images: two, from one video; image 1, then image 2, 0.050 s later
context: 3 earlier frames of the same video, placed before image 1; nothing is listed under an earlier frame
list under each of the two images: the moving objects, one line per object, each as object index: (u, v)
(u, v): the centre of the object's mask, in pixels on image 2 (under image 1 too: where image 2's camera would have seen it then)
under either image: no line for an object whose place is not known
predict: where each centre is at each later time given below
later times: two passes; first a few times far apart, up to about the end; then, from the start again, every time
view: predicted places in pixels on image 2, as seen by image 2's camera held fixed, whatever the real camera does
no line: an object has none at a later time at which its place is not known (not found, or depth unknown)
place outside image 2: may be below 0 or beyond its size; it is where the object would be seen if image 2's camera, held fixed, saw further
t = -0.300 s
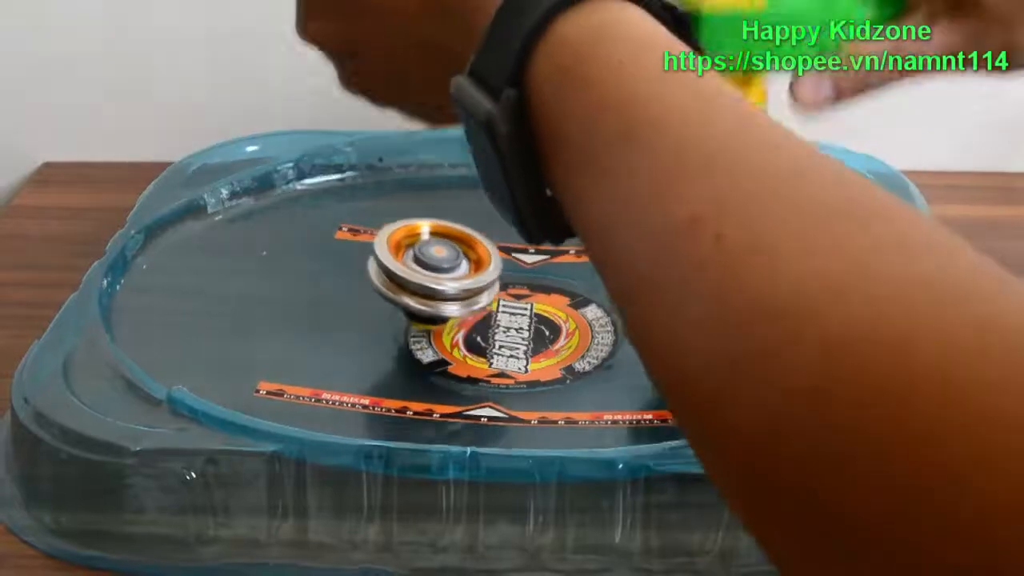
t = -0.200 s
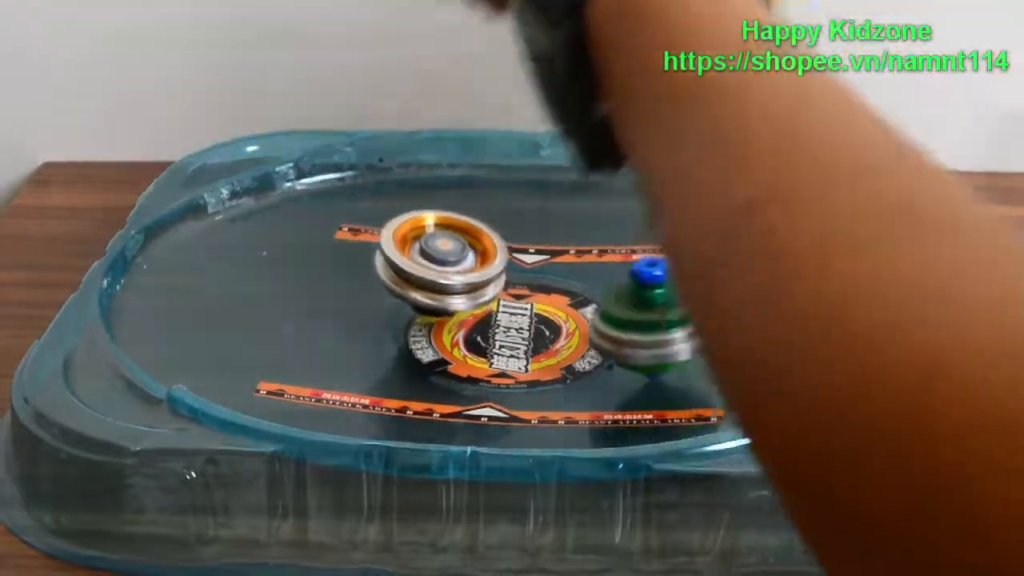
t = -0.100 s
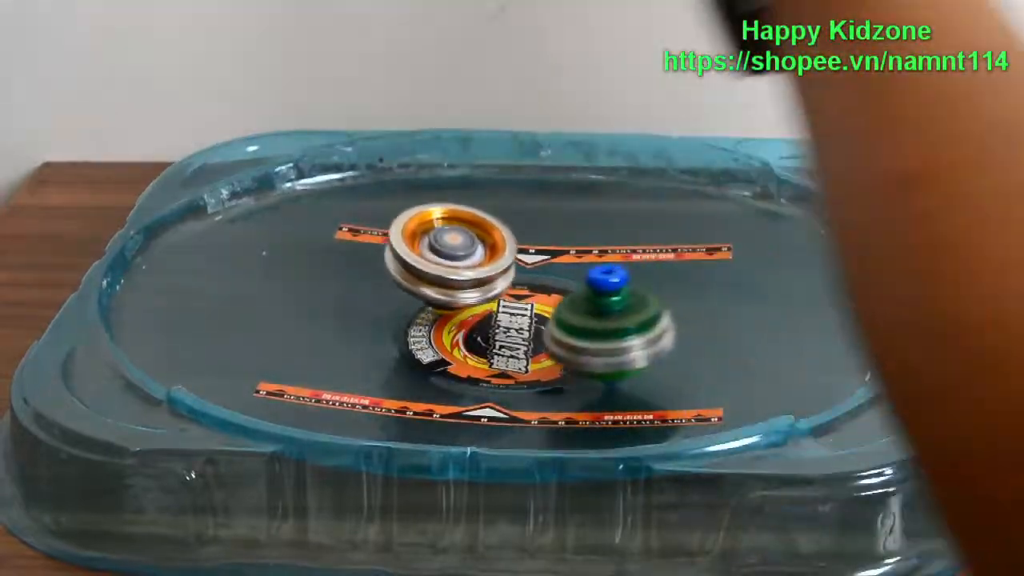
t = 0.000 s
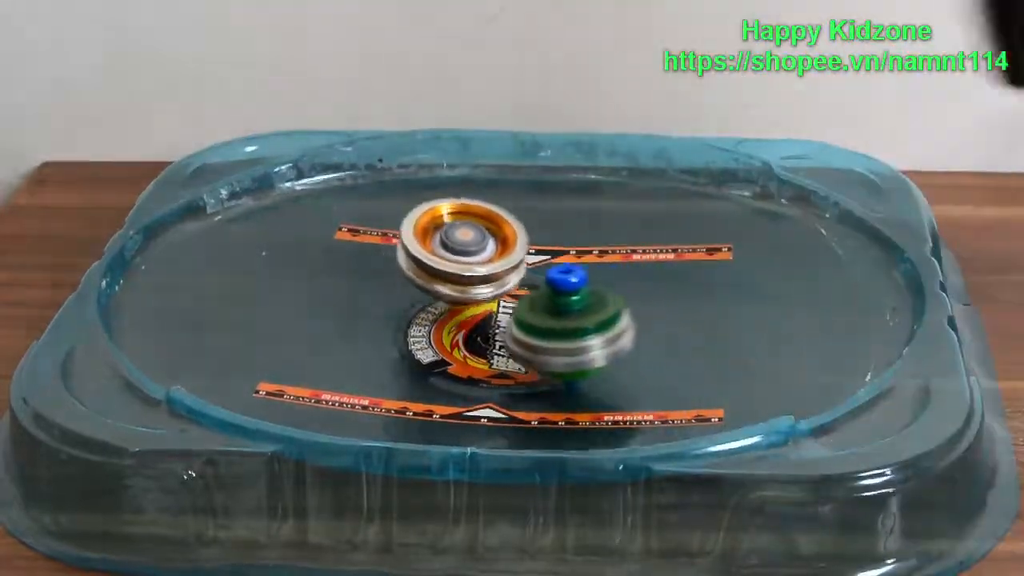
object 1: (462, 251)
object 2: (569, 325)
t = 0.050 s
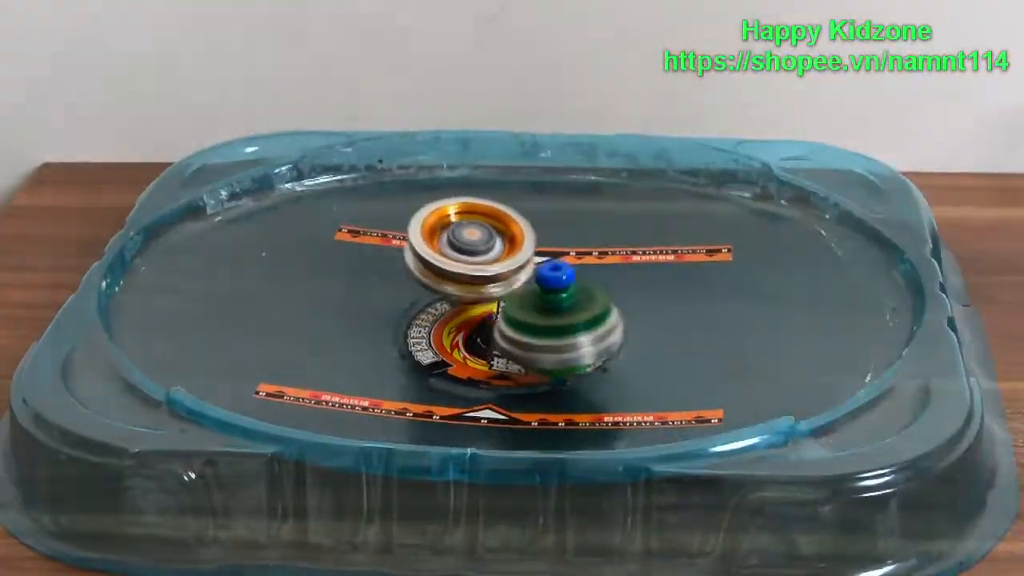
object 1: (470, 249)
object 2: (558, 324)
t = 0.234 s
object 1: (492, 235)
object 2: (564, 321)
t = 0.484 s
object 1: (529, 227)
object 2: (568, 308)
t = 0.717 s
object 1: (556, 215)
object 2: (580, 351)
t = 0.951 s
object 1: (587, 222)
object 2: (482, 342)
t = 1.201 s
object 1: (607, 244)
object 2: (465, 305)
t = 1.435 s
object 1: (681, 263)
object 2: (437, 273)
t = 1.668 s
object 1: (697, 279)
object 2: (420, 266)
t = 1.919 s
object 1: (654, 298)
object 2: (467, 264)
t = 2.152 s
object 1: (600, 312)
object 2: (509, 263)
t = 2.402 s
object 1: (560, 328)
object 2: (494, 243)
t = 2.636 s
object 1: (509, 335)
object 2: (522, 240)
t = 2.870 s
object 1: (464, 330)
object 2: (548, 256)
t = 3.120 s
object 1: (427, 315)
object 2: (561, 287)
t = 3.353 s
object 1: (424, 295)
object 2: (562, 312)
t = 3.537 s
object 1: (434, 279)
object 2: (562, 308)
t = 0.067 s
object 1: (472, 248)
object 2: (556, 322)
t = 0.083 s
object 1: (474, 248)
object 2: (553, 319)
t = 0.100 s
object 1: (475, 246)
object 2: (551, 318)
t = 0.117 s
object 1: (477, 246)
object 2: (549, 317)
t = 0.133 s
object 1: (479, 243)
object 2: (546, 313)
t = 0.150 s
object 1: (481, 243)
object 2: (545, 314)
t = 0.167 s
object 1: (482, 241)
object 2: (549, 314)
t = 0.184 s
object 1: (484, 239)
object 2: (554, 319)
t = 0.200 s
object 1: (486, 239)
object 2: (558, 319)
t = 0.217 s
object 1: (489, 237)
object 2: (561, 320)
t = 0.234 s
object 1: (492, 235)
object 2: (564, 321)
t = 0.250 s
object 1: (495, 235)
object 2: (566, 322)
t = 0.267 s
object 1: (498, 235)
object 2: (567, 322)
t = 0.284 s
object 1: (500, 235)
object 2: (568, 322)
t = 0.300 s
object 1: (503, 234)
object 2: (570, 321)
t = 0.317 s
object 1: (505, 234)
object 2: (570, 320)
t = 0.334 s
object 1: (508, 234)
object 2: (571, 319)
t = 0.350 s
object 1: (510, 233)
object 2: (572, 318)
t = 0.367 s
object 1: (513, 232)
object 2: (572, 316)
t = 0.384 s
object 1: (515, 232)
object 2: (572, 316)
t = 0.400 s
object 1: (517, 230)
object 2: (571, 313)
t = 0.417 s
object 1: (520, 230)
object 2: (571, 312)
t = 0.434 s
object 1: (522, 229)
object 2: (570, 310)
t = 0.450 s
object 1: (524, 229)
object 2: (569, 309)
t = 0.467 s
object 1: (526, 227)
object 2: (568, 308)
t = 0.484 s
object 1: (529, 227)
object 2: (568, 308)
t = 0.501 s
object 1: (532, 227)
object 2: (568, 306)
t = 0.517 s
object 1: (534, 226)
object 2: (568, 305)
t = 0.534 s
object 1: (537, 226)
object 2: (568, 303)
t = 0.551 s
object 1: (540, 225)
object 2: (568, 305)
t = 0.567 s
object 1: (541, 221)
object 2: (573, 312)
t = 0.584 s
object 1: (542, 219)
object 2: (577, 320)
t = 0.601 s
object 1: (542, 219)
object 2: (580, 325)
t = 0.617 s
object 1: (543, 218)
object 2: (583, 330)
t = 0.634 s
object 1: (544, 216)
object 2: (585, 335)
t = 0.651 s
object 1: (546, 215)
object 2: (586, 340)
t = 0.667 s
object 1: (548, 214)
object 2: (586, 343)
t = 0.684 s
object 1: (551, 215)
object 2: (585, 345)
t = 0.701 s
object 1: (553, 214)
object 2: (583, 349)
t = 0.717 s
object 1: (556, 215)
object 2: (580, 351)
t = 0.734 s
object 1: (559, 215)
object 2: (576, 353)
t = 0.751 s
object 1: (561, 216)
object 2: (571, 355)
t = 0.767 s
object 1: (564, 216)
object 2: (566, 355)
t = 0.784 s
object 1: (566, 217)
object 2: (558, 357)
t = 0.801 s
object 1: (568, 217)
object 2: (551, 357)
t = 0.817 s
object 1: (571, 218)
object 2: (543, 357)
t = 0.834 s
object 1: (573, 218)
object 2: (537, 356)
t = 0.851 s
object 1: (575, 219)
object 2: (527, 356)
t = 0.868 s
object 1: (577, 219)
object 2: (520, 354)
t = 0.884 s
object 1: (579, 219)
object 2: (511, 354)
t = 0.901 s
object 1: (581, 220)
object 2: (502, 351)
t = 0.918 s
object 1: (583, 221)
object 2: (495, 348)
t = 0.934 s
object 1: (585, 221)
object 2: (487, 344)
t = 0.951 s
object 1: (587, 222)
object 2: (482, 342)
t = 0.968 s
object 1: (588, 223)
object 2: (474, 337)
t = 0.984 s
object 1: (590, 225)
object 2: (471, 334)
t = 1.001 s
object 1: (592, 226)
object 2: (469, 333)
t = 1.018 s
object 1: (593, 228)
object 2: (467, 333)
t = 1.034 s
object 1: (595, 229)
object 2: (466, 332)
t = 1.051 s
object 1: (596, 230)
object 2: (464, 331)
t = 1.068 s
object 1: (598, 231)
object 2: (464, 330)
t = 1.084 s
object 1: (599, 233)
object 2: (463, 330)
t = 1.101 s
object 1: (600, 234)
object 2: (462, 327)
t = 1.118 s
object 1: (602, 236)
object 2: (462, 324)
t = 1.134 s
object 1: (603, 237)
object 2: (462, 320)
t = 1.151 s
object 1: (604, 240)
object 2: (461, 317)
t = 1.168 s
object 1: (605, 241)
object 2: (462, 312)
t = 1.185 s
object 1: (606, 243)
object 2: (464, 309)
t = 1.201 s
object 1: (607, 244)
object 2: (465, 305)
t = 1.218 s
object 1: (608, 246)
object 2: (467, 302)
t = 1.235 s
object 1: (609, 247)
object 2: (470, 298)
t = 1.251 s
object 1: (610, 249)
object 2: (472, 295)
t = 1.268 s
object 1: (611, 251)
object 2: (475, 292)
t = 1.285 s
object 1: (612, 253)
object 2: (477, 289)
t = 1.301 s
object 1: (615, 255)
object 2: (480, 286)
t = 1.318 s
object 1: (617, 257)
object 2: (483, 282)
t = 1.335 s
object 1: (619, 259)
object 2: (487, 279)
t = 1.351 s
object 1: (621, 261)
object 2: (491, 277)
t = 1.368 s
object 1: (626, 264)
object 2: (490, 275)
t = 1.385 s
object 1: (643, 264)
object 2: (474, 275)
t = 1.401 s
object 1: (658, 263)
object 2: (460, 275)
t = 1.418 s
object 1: (670, 263)
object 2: (448, 274)
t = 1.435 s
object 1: (681, 263)
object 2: (437, 273)
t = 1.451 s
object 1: (690, 263)
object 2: (429, 273)
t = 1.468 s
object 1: (696, 264)
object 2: (421, 273)
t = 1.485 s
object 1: (701, 266)
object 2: (414, 272)
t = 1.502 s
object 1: (704, 267)
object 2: (408, 272)
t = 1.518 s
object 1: (706, 268)
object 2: (403, 271)
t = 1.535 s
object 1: (706, 269)
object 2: (399, 271)
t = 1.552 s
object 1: (706, 271)
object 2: (398, 270)
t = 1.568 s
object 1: (706, 272)
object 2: (398, 270)
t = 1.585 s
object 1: (705, 274)
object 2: (401, 269)
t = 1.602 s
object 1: (703, 275)
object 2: (405, 268)
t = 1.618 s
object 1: (702, 276)
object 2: (409, 268)
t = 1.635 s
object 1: (700, 277)
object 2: (413, 267)
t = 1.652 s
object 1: (699, 278)
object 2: (416, 267)
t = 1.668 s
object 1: (697, 279)
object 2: (420, 266)
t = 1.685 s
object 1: (695, 281)
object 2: (423, 266)
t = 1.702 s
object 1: (693, 282)
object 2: (426, 265)
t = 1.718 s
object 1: (691, 283)
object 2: (429, 265)
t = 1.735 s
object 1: (688, 285)
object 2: (432, 265)
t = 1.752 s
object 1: (685, 286)
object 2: (434, 264)
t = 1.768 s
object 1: (683, 287)
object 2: (437, 264)
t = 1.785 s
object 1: (680, 289)
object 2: (440, 265)
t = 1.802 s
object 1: (677, 290)
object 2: (443, 264)
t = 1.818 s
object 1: (674, 291)
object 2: (447, 265)
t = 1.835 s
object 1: (671, 292)
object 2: (450, 264)
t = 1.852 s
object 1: (668, 294)
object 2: (453, 264)
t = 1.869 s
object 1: (664, 295)
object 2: (456, 264)
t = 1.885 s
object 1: (661, 296)
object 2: (460, 264)
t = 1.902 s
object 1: (657, 297)
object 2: (463, 264)
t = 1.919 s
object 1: (654, 298)
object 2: (467, 264)
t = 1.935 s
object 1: (650, 299)
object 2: (470, 264)
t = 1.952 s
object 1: (647, 301)
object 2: (473, 264)
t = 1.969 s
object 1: (643, 301)
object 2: (476, 263)
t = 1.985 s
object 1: (639, 303)
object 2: (480, 263)
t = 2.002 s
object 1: (634, 303)
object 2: (483, 263)
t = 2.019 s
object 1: (630, 304)
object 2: (487, 263)
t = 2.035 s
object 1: (627, 304)
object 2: (490, 264)
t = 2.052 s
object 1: (622, 306)
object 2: (494, 265)
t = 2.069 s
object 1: (618, 306)
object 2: (497, 265)
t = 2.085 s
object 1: (615, 308)
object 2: (499, 265)
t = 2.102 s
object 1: (610, 308)
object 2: (501, 263)
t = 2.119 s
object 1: (607, 309)
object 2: (503, 263)
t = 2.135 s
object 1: (603, 310)
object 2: (506, 263)
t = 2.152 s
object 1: (600, 312)
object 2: (509, 263)
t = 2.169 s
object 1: (596, 313)
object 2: (510, 262)
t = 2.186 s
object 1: (597, 316)
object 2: (510, 259)
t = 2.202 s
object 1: (597, 319)
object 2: (508, 258)
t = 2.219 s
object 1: (596, 321)
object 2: (507, 257)
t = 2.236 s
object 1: (593, 323)
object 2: (504, 256)
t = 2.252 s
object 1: (589, 324)
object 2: (502, 254)
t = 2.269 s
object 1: (586, 325)
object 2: (500, 252)
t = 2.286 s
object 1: (583, 325)
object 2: (499, 251)
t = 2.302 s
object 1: (580, 326)
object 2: (497, 250)
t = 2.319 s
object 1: (576, 327)
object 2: (496, 249)
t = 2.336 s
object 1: (573, 327)
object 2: (495, 247)
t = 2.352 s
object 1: (570, 327)
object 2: (494, 246)
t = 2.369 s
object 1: (566, 328)
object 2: (494, 245)
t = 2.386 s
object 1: (563, 328)
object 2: (494, 244)
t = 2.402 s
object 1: (560, 328)
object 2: (494, 243)
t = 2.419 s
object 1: (556, 329)
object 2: (495, 242)
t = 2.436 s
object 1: (553, 330)
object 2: (496, 241)
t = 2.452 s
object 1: (550, 331)
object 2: (496, 241)
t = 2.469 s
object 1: (547, 332)
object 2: (497, 240)
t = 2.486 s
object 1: (543, 333)
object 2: (499, 240)
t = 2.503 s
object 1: (539, 334)
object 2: (501, 240)
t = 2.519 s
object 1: (534, 334)
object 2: (503, 239)
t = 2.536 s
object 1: (530, 335)
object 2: (505, 240)
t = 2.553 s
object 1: (527, 335)
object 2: (507, 240)
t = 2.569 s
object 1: (522, 335)
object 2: (511, 240)
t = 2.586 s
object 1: (519, 336)
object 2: (513, 240)
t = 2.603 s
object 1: (516, 336)
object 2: (516, 240)
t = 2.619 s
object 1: (512, 336)
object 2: (519, 240)
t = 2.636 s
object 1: (509, 335)
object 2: (522, 240)
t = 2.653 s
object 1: (505, 336)
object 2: (525, 241)
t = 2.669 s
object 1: (502, 335)
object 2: (528, 242)
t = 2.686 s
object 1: (499, 335)
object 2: (530, 242)
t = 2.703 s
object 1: (495, 335)
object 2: (532, 243)
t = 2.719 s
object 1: (492, 335)
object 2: (534, 244)
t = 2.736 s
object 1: (489, 334)
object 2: (536, 246)
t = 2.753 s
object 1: (486, 334)
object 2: (538, 247)
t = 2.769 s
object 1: (483, 334)
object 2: (540, 247)
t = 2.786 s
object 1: (480, 333)
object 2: (542, 249)
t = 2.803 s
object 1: (477, 333)
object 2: (544, 250)
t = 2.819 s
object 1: (473, 333)
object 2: (545, 252)
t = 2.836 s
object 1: (470, 332)
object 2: (547, 253)
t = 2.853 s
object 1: (467, 331)
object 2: (548, 255)
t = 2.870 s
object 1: (464, 330)
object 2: (548, 256)
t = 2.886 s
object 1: (461, 330)
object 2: (549, 258)
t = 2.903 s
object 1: (458, 329)
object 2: (550, 259)
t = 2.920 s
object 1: (455, 328)
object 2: (551, 261)
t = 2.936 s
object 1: (451, 327)
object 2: (552, 262)
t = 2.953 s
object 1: (448, 326)
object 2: (552, 264)
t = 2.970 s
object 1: (445, 325)
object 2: (554, 266)
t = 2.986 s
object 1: (442, 325)
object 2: (555, 268)
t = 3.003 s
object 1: (439, 323)
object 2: (556, 270)
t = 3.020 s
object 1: (437, 323)
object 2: (556, 272)
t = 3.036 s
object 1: (434, 321)
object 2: (556, 274)
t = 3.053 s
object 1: (432, 320)
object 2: (557, 277)
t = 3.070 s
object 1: (430, 319)
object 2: (558, 279)
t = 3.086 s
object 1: (429, 317)
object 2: (559, 282)
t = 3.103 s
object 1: (428, 316)
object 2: (560, 284)
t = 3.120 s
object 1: (427, 315)
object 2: (561, 287)
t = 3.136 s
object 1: (426, 313)
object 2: (561, 288)
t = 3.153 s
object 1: (426, 312)
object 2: (563, 292)
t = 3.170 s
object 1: (426, 310)
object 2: (563, 294)
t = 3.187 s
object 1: (426, 309)
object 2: (563, 298)
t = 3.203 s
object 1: (426, 307)
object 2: (563, 300)
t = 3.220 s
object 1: (426, 306)
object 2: (563, 302)
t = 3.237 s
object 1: (426, 305)
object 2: (562, 305)
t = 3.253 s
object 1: (425, 303)
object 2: (561, 307)
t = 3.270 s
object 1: (425, 302)
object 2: (560, 309)
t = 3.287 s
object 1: (424, 301)
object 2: (561, 311)
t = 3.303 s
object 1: (423, 299)
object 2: (561, 312)
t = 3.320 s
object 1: (423, 298)
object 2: (562, 312)
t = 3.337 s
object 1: (424, 296)
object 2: (562, 312)
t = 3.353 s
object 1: (424, 295)
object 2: (562, 312)
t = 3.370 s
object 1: (424, 293)
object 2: (563, 312)
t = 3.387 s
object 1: (425, 293)
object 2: (563, 311)
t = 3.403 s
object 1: (426, 291)
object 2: (562, 311)
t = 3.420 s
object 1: (427, 290)
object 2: (562, 311)
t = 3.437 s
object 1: (428, 288)
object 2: (562, 311)
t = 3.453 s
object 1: (429, 288)
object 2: (562, 311)
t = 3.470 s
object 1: (430, 286)
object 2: (561, 309)
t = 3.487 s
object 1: (430, 284)
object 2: (561, 310)
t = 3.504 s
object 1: (431, 282)
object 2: (562, 308)
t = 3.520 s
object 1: (433, 281)
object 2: (562, 308)
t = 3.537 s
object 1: (434, 279)
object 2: (562, 308)
